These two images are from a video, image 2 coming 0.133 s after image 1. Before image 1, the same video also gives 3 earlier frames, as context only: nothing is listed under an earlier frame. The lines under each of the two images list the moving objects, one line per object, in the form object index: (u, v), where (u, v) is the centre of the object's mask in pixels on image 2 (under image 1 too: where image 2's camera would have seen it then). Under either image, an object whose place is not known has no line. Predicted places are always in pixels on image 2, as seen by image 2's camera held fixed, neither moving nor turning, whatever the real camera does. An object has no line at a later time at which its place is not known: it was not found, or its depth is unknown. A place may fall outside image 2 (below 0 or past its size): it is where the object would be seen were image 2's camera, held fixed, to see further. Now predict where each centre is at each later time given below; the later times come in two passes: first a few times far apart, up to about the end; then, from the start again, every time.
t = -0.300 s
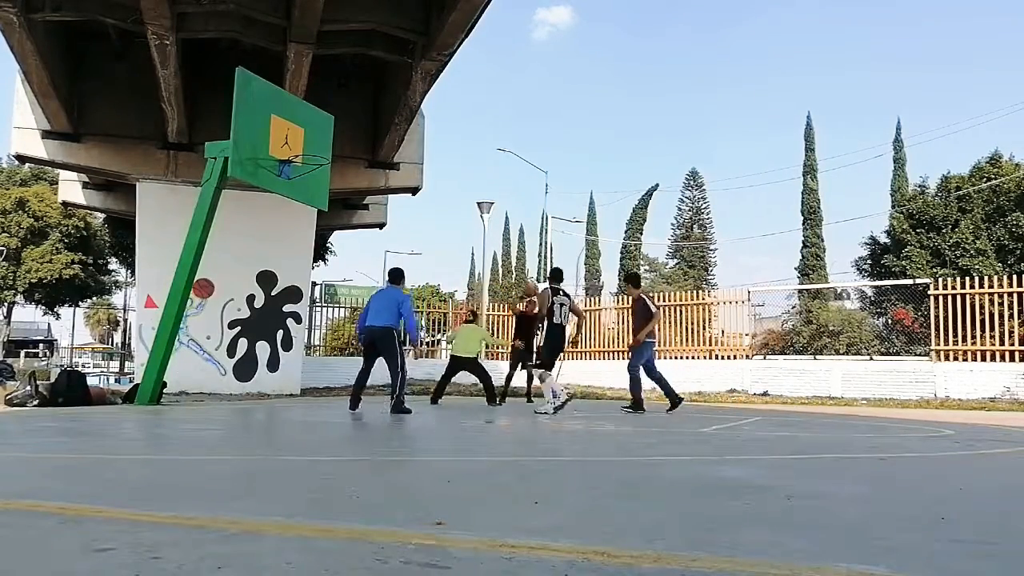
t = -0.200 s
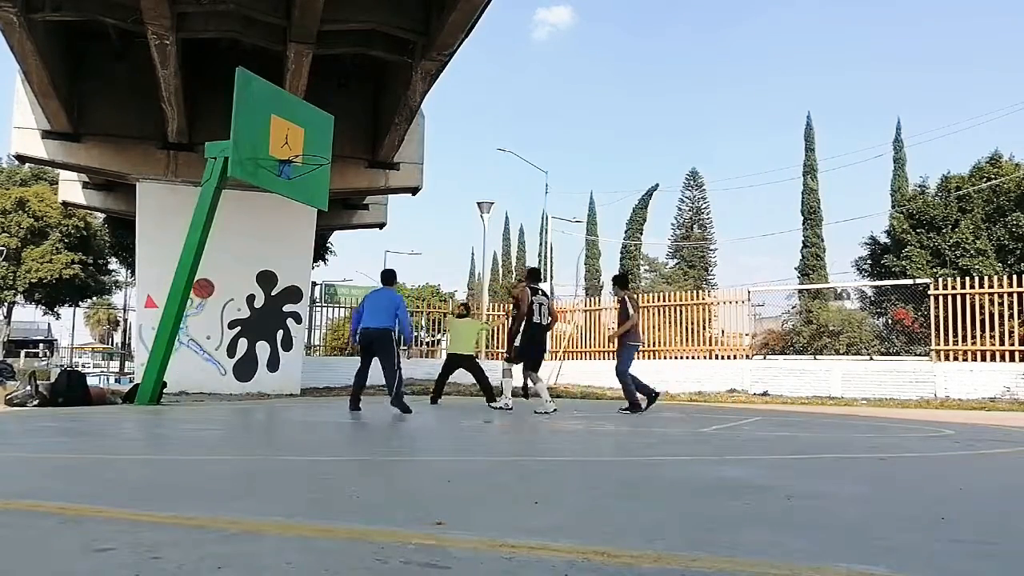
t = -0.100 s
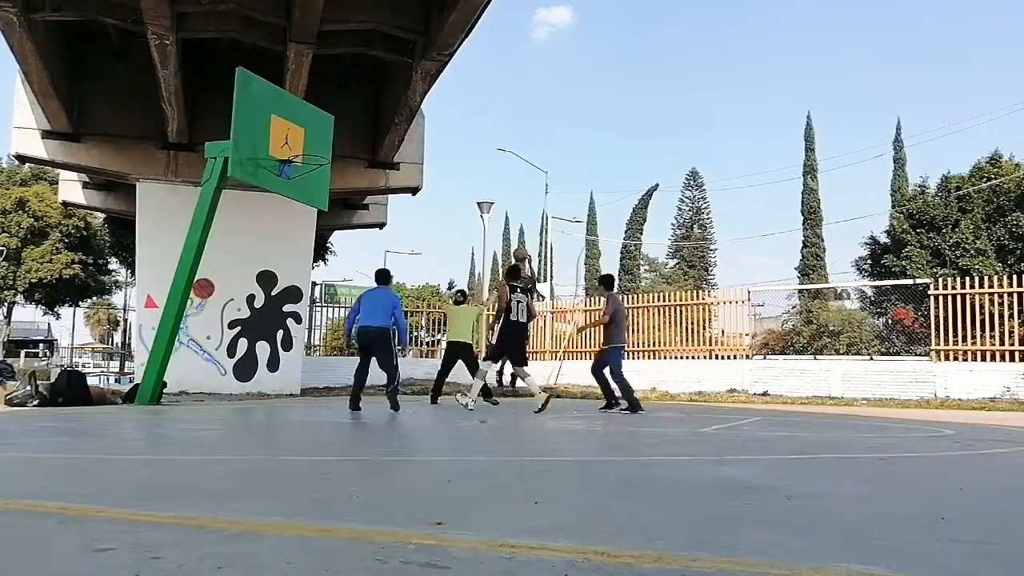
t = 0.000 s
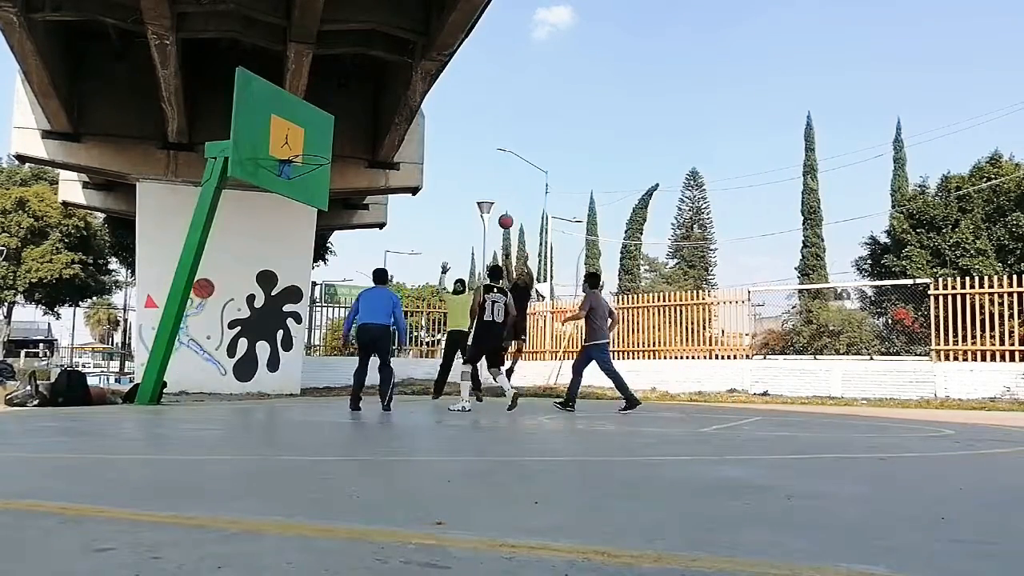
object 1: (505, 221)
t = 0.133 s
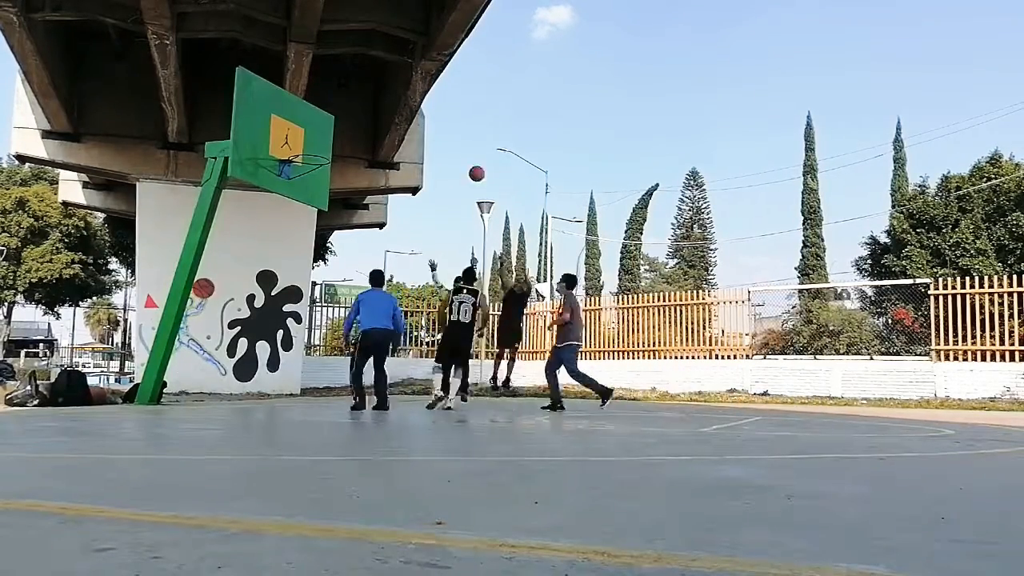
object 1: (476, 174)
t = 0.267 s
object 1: (451, 145)
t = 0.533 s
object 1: (393, 121)
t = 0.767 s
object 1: (333, 141)
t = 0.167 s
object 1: (470, 165)
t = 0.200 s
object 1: (464, 158)
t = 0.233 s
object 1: (457, 151)
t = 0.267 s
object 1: (451, 145)
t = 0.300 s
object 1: (444, 140)
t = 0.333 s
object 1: (437, 135)
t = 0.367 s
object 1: (430, 131)
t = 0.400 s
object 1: (423, 128)
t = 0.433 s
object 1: (416, 125)
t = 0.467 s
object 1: (410, 122)
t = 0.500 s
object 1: (401, 121)
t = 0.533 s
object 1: (393, 121)
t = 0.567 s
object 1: (385, 122)
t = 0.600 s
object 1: (377, 123)
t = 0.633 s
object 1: (369, 125)
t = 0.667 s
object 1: (361, 127)
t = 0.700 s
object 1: (352, 131)
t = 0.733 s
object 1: (343, 135)
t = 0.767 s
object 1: (333, 141)
